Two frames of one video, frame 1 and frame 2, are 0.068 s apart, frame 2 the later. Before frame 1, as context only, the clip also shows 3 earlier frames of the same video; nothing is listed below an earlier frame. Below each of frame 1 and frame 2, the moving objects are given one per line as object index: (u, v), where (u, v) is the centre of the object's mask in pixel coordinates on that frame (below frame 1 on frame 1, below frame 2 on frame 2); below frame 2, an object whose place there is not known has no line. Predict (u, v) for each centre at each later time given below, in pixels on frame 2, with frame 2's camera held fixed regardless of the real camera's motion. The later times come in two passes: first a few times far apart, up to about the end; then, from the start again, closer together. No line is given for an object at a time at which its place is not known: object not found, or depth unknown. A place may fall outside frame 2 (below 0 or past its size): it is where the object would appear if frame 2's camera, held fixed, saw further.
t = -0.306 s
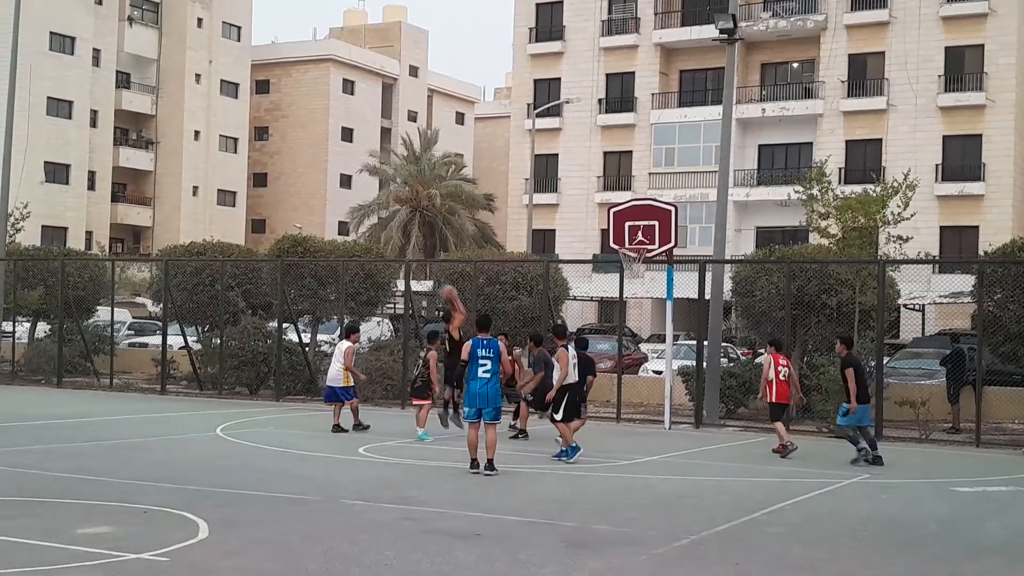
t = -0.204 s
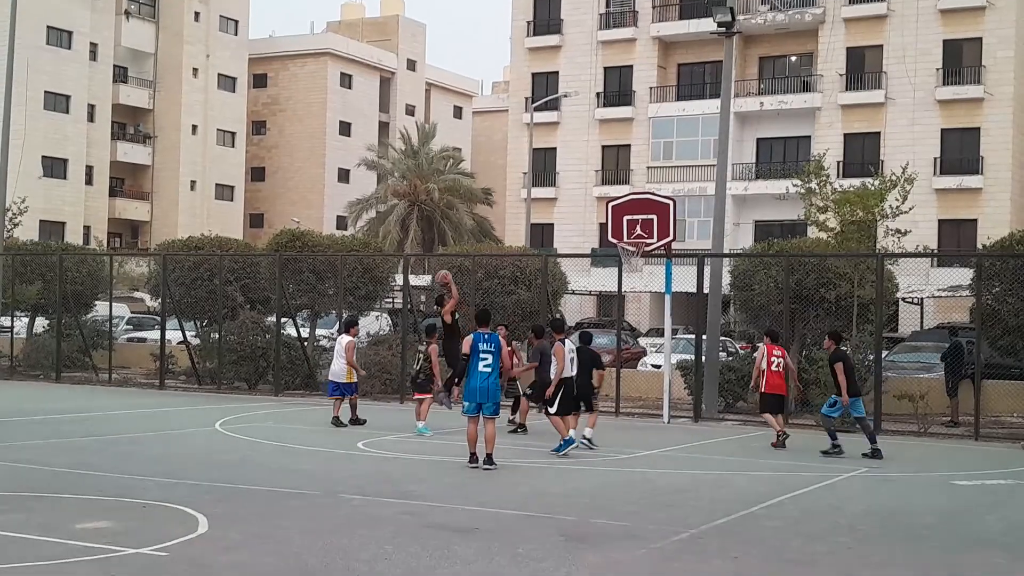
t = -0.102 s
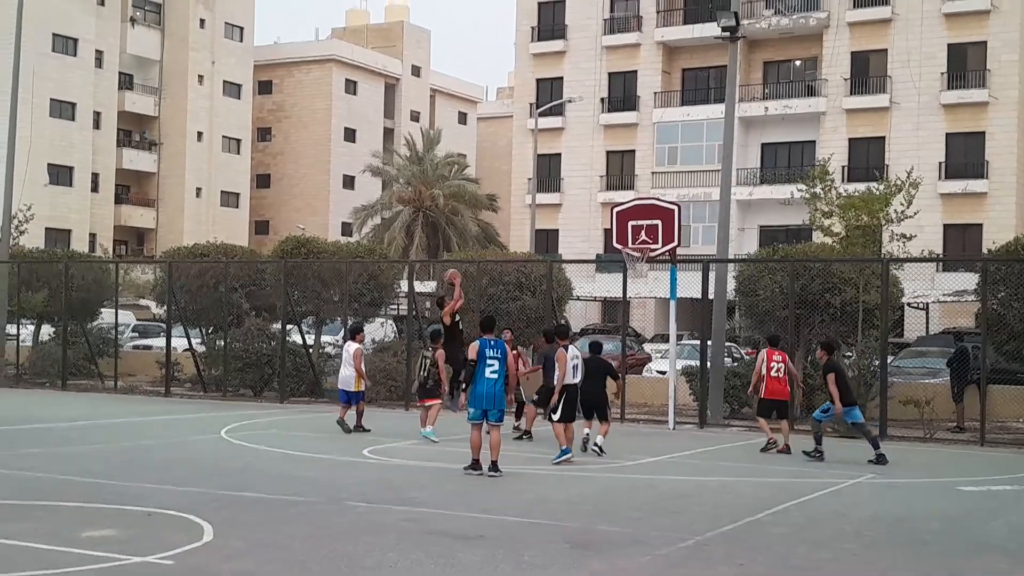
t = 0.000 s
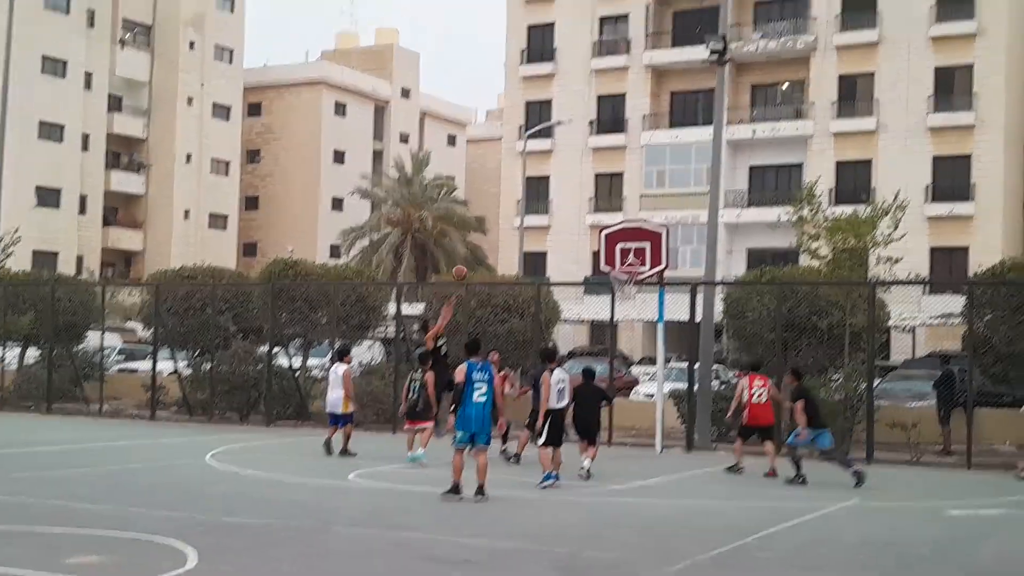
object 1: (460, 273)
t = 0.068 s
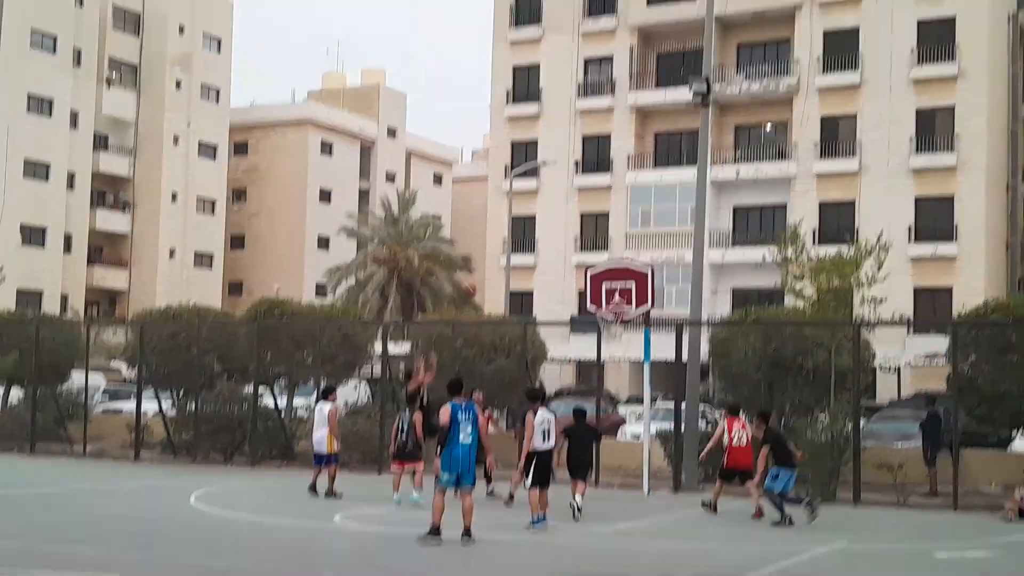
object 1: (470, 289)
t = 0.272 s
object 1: (513, 264)
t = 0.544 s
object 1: (568, 268)
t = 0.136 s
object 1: (483, 278)
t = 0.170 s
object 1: (490, 273)
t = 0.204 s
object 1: (498, 269)
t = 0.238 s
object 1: (505, 266)
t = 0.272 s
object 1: (513, 264)
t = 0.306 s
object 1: (520, 262)
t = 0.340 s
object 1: (527, 261)
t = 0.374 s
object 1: (534, 260)
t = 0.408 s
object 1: (541, 260)
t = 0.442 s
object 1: (548, 261)
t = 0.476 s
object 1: (554, 263)
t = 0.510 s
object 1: (561, 265)
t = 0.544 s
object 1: (568, 268)
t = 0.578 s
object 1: (574, 272)
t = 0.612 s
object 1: (579, 277)
